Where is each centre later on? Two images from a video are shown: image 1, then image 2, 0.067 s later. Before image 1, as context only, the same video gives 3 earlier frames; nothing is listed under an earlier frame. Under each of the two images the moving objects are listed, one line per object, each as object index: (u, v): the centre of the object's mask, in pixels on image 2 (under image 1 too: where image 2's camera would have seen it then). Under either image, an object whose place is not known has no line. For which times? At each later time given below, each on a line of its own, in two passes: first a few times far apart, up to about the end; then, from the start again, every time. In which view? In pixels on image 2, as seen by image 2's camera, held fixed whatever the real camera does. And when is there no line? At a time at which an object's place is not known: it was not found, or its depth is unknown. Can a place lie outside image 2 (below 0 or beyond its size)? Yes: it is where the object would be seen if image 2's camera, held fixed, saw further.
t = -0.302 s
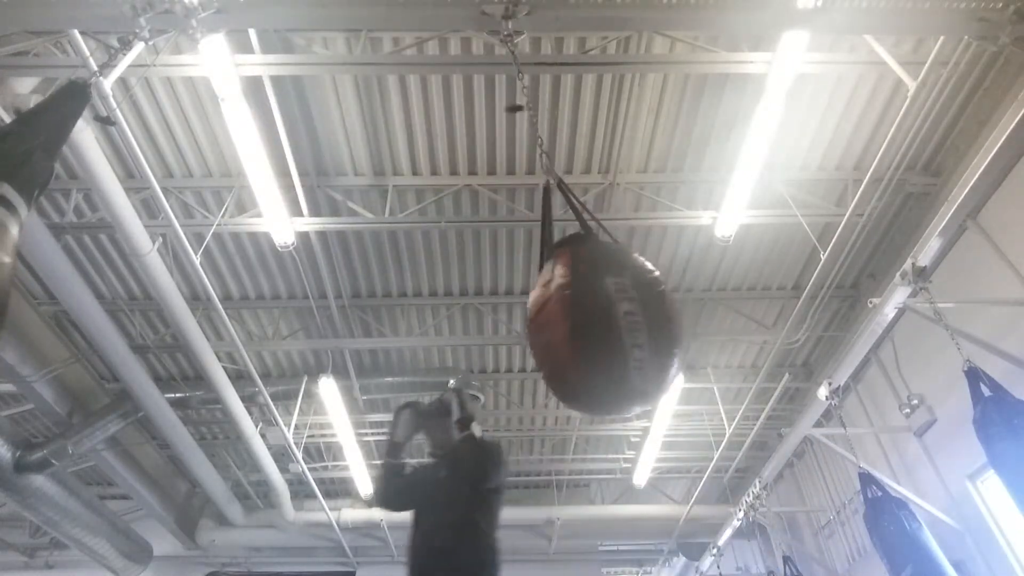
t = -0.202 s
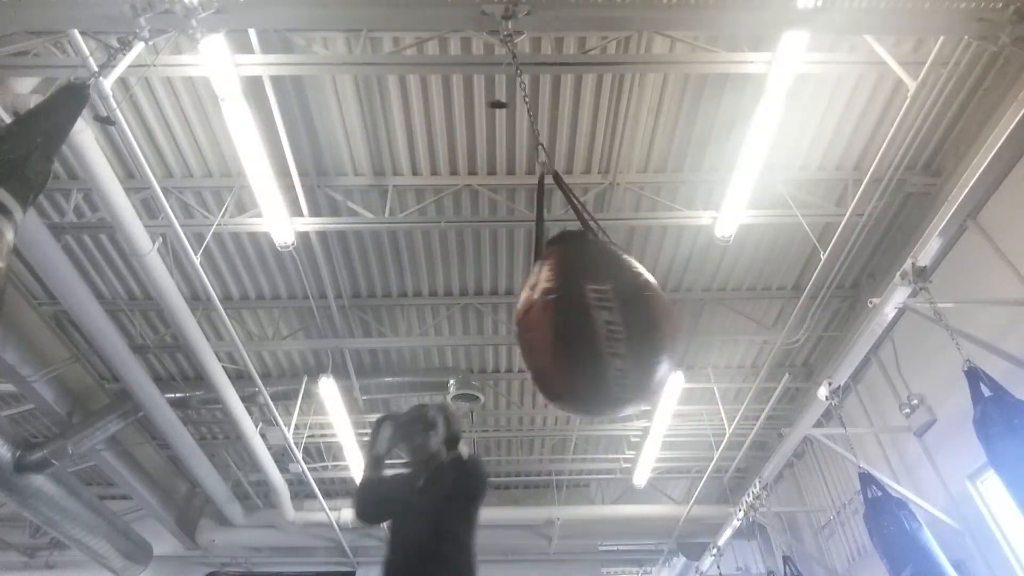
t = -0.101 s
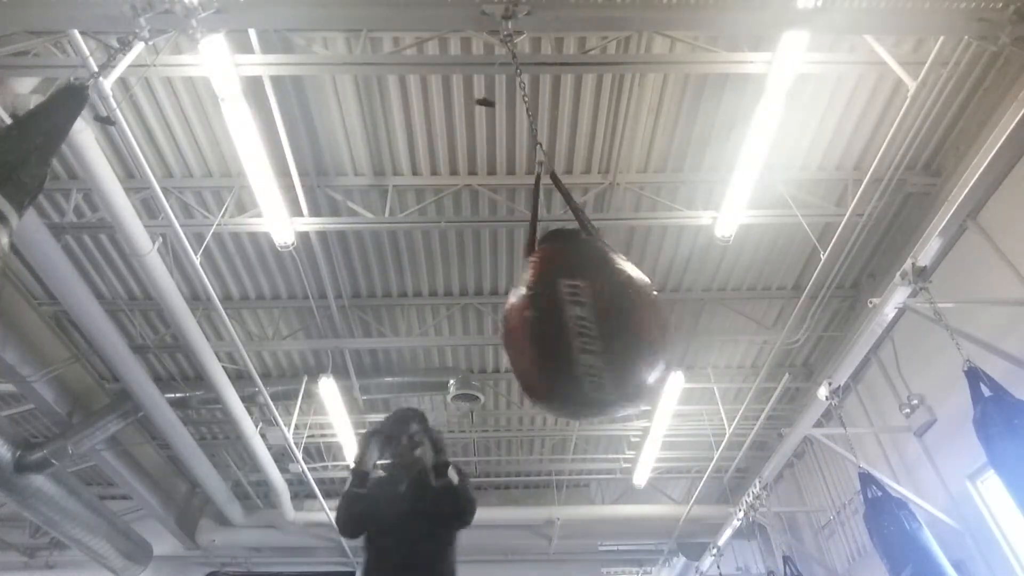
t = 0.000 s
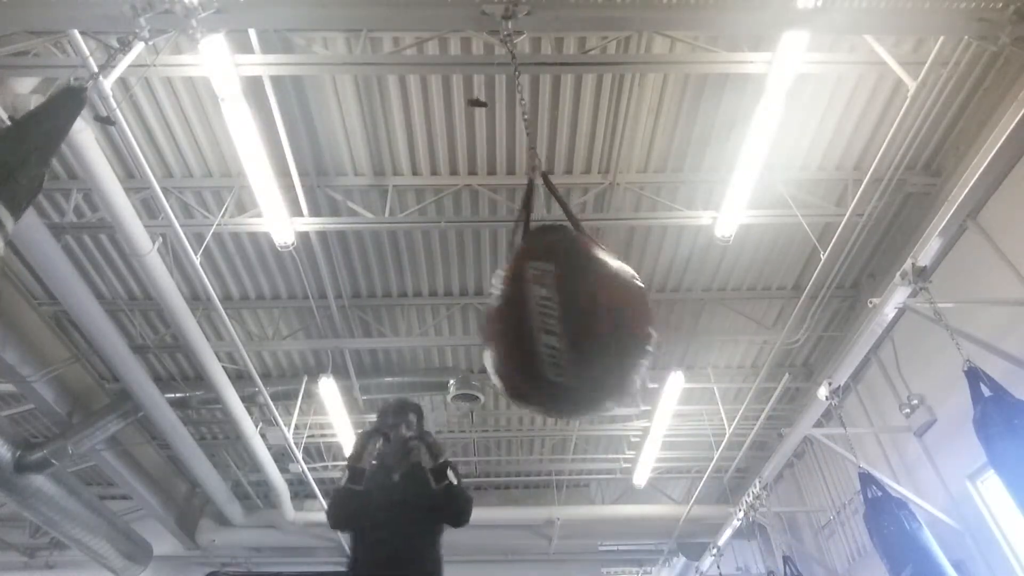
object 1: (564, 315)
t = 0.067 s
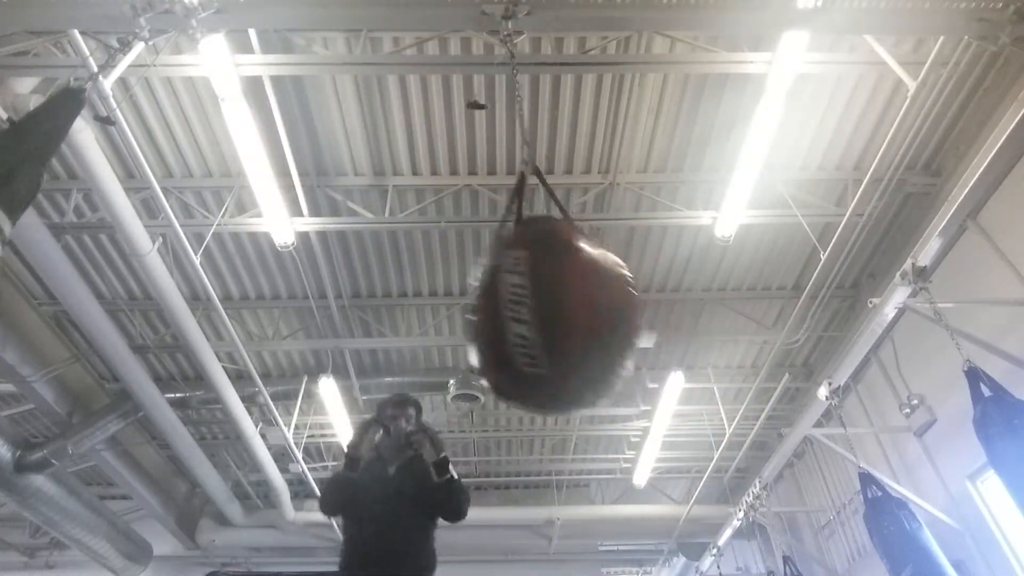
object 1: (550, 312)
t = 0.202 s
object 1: (510, 277)
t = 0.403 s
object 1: (436, 201)
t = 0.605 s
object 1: (377, 97)
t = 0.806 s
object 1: (359, 62)
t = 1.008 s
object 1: (382, 67)
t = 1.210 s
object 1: (440, 107)
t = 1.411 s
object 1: (522, 221)
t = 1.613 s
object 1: (574, 286)
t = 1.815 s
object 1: (591, 308)
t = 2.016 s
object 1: (586, 316)
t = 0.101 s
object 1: (542, 303)
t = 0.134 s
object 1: (531, 293)
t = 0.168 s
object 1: (522, 287)
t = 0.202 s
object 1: (510, 277)
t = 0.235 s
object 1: (498, 267)
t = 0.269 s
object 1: (486, 257)
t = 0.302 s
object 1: (476, 247)
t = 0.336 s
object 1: (464, 235)
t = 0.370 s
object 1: (451, 218)
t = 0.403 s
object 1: (436, 201)
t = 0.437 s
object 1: (422, 179)
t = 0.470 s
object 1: (413, 163)
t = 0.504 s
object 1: (405, 143)
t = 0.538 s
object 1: (397, 124)
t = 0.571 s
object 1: (387, 109)
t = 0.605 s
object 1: (377, 97)
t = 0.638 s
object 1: (369, 85)
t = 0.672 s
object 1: (366, 79)
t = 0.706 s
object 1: (365, 74)
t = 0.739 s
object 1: (360, 66)
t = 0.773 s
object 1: (358, 63)
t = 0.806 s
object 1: (359, 62)
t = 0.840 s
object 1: (362, 62)
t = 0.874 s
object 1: (363, 61)
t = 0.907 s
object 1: (364, 59)
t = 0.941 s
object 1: (371, 62)
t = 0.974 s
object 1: (376, 64)
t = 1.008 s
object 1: (382, 67)
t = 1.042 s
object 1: (387, 68)
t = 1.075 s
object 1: (395, 73)
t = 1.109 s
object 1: (407, 83)
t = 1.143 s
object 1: (417, 90)
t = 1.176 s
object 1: (429, 99)
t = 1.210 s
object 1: (440, 107)
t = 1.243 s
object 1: (455, 123)
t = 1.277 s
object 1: (468, 139)
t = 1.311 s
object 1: (484, 164)
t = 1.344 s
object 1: (498, 185)
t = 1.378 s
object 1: (511, 204)
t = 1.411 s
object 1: (522, 221)
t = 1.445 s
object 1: (534, 236)
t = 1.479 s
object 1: (545, 250)
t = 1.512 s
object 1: (553, 261)
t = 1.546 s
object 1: (562, 271)
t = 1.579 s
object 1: (567, 278)
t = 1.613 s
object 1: (574, 286)
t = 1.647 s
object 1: (579, 293)
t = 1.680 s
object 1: (584, 300)
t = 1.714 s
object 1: (588, 302)
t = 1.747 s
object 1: (589, 304)
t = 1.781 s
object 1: (591, 307)
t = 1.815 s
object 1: (591, 308)
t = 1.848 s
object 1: (592, 310)
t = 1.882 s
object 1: (591, 311)
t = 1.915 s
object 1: (589, 311)
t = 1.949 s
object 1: (589, 314)
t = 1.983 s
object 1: (588, 315)
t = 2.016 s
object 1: (586, 316)
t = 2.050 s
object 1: (584, 316)
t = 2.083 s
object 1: (584, 318)
